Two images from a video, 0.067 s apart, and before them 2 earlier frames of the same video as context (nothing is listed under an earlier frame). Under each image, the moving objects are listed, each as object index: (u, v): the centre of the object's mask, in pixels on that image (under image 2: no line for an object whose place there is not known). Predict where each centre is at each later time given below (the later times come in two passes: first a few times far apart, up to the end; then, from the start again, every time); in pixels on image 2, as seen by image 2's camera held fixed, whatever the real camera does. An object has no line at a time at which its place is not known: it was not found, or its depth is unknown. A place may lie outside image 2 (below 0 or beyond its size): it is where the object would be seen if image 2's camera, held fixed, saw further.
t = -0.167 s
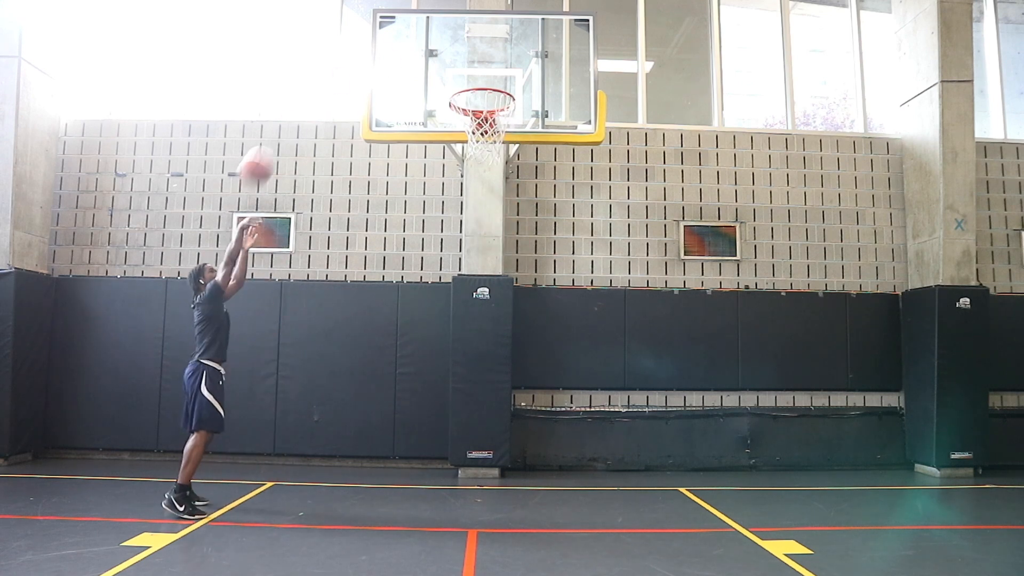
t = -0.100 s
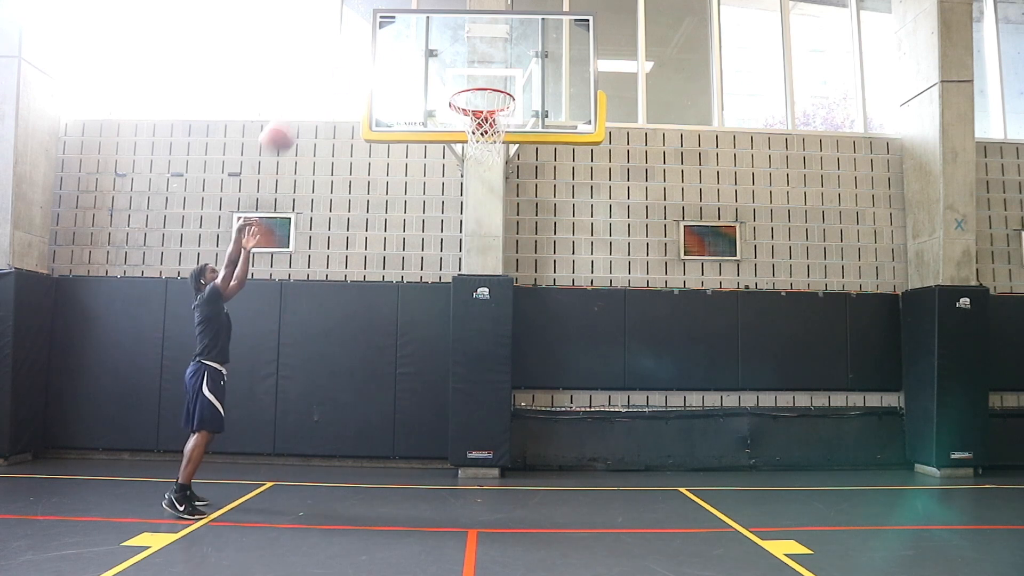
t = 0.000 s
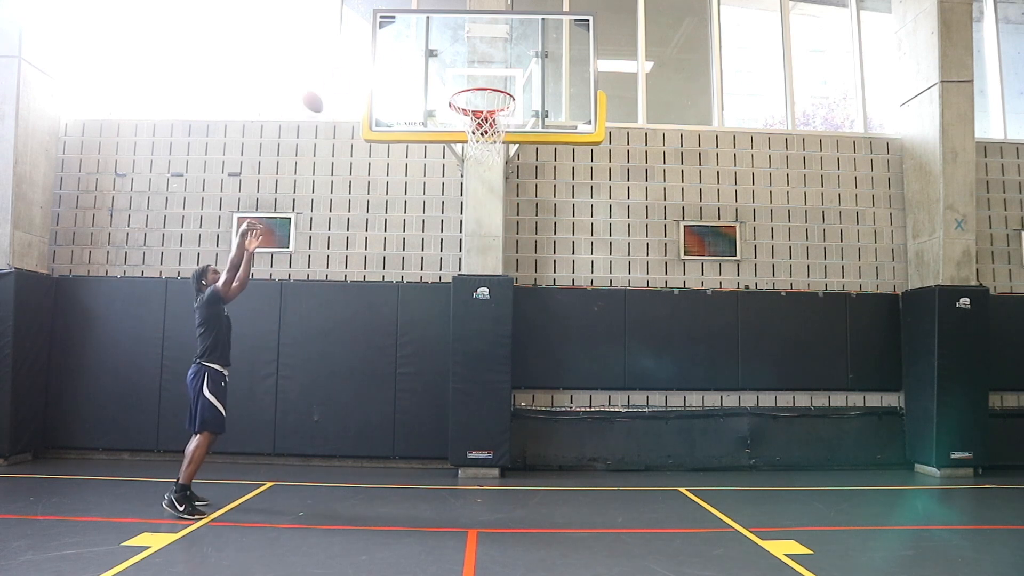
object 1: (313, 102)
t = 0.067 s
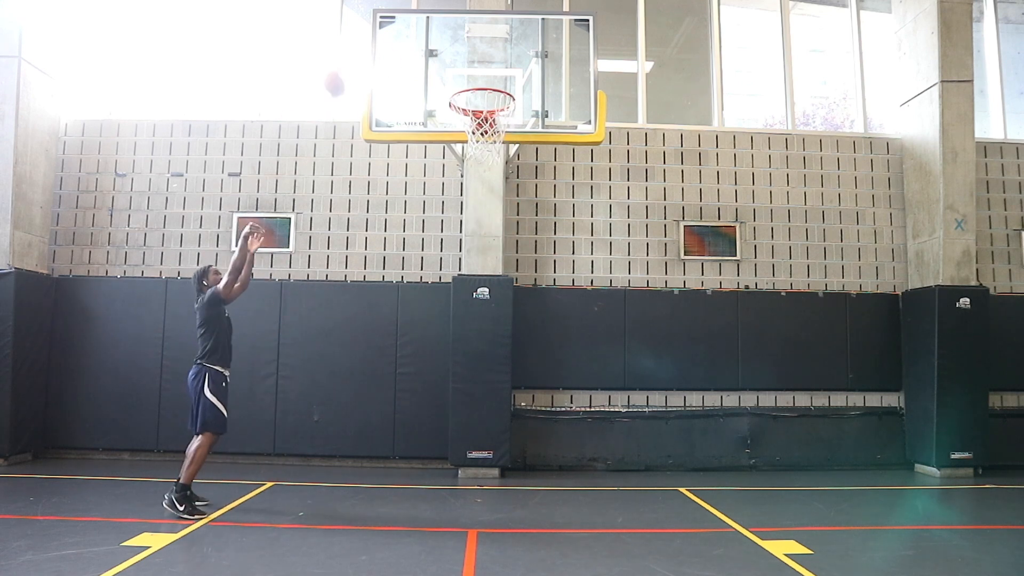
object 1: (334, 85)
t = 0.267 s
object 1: (397, 63)
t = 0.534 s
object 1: (469, 80)
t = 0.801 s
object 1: (491, 84)
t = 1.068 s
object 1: (480, 101)
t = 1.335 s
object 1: (504, 154)
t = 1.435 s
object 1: (505, 182)
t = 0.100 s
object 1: (344, 78)
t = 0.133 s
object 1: (355, 72)
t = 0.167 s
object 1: (367, 67)
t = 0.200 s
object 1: (376, 64)
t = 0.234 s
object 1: (387, 63)
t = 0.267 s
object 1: (397, 63)
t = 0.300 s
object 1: (407, 64)
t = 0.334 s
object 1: (418, 67)
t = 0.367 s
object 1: (428, 71)
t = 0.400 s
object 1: (439, 76)
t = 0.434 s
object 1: (449, 82)
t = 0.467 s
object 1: (456, 83)
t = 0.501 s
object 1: (463, 80)
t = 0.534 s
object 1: (469, 80)
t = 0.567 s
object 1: (475, 77)
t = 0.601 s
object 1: (481, 80)
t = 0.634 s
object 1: (487, 81)
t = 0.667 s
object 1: (493, 84)
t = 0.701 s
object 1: (498, 89)
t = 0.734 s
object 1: (500, 90)
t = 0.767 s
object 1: (496, 86)
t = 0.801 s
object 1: (491, 84)
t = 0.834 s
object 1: (486, 83)
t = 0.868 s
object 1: (481, 83)
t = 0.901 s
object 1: (476, 84)
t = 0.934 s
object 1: (472, 87)
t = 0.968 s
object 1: (467, 91)
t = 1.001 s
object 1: (470, 94)
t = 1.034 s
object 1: (476, 97)
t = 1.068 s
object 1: (480, 101)
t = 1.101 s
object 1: (484, 111)
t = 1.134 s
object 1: (489, 115)
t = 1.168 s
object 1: (495, 121)
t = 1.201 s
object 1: (499, 129)
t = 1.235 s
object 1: (502, 135)
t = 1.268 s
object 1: (503, 140)
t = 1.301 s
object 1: (505, 146)
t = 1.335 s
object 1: (504, 154)
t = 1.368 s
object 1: (505, 161)
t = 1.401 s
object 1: (505, 171)
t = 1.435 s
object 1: (505, 182)
